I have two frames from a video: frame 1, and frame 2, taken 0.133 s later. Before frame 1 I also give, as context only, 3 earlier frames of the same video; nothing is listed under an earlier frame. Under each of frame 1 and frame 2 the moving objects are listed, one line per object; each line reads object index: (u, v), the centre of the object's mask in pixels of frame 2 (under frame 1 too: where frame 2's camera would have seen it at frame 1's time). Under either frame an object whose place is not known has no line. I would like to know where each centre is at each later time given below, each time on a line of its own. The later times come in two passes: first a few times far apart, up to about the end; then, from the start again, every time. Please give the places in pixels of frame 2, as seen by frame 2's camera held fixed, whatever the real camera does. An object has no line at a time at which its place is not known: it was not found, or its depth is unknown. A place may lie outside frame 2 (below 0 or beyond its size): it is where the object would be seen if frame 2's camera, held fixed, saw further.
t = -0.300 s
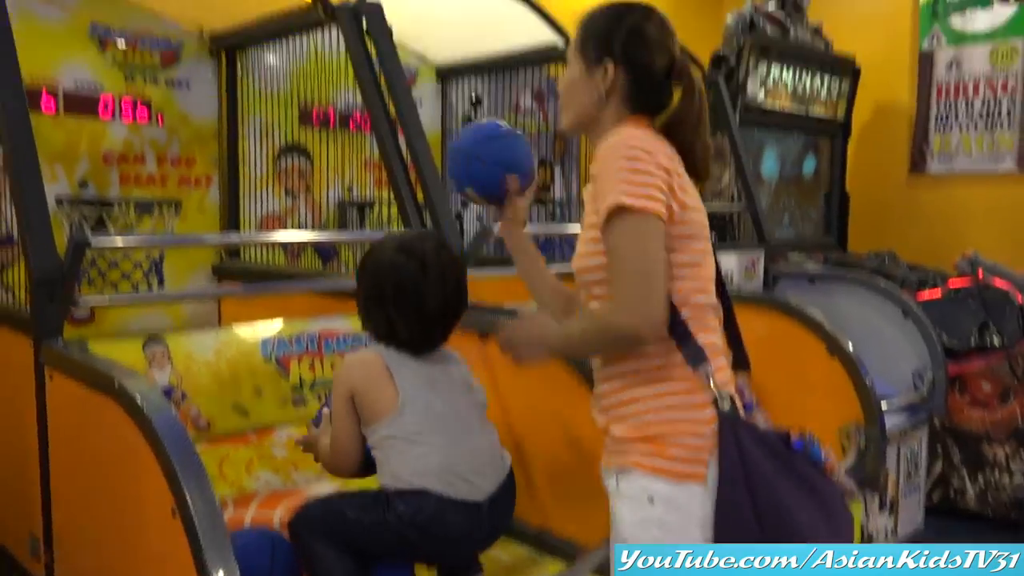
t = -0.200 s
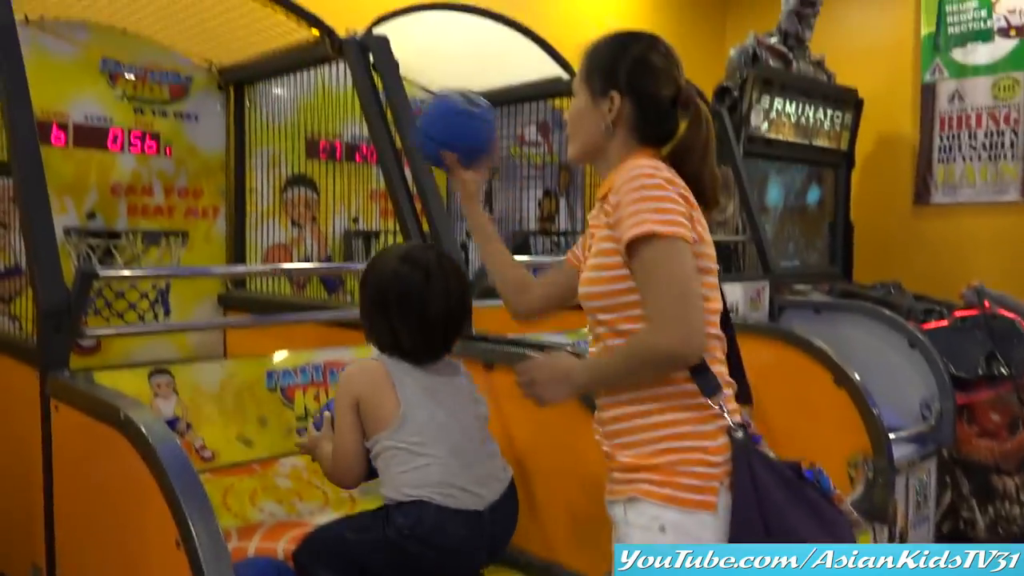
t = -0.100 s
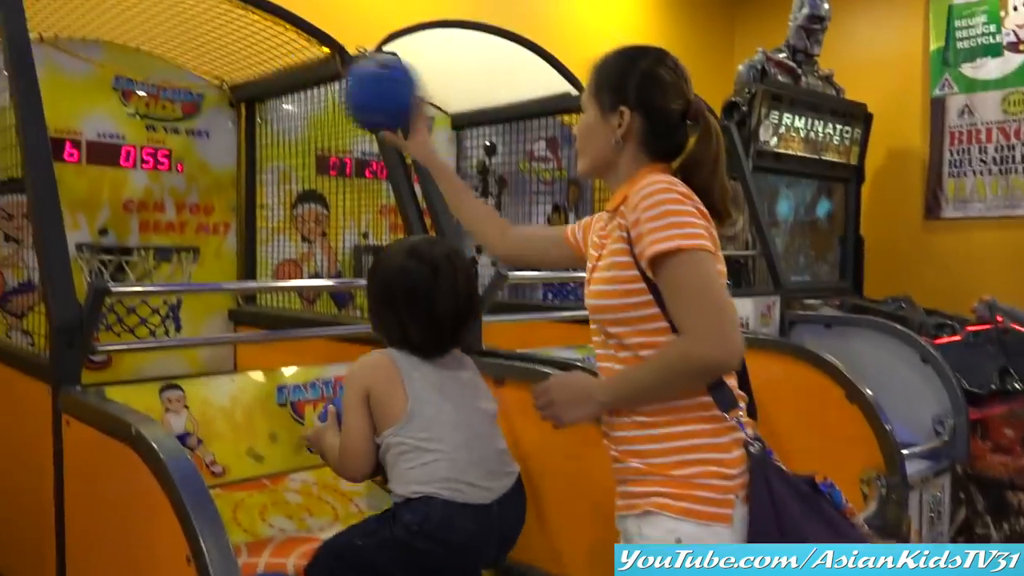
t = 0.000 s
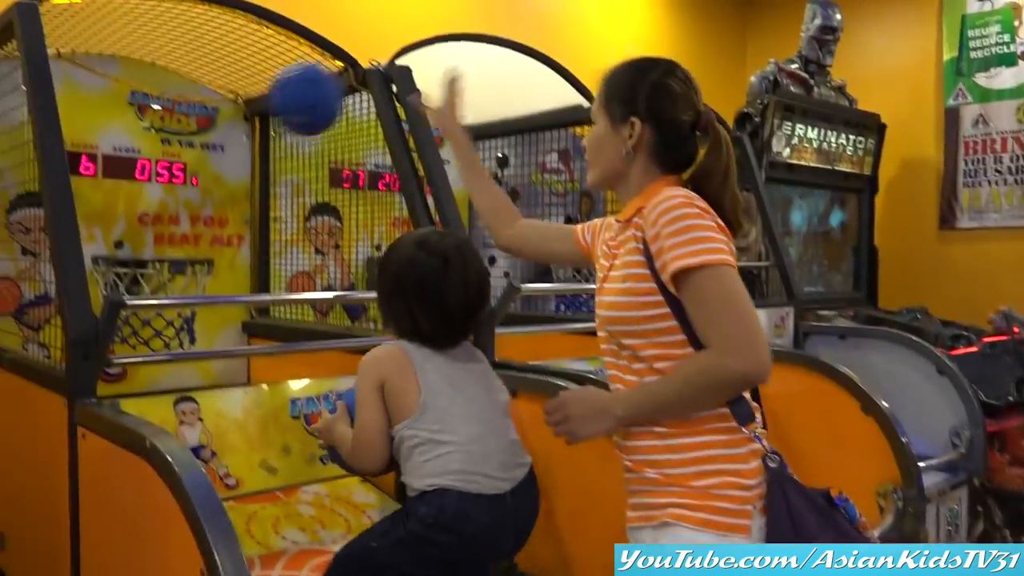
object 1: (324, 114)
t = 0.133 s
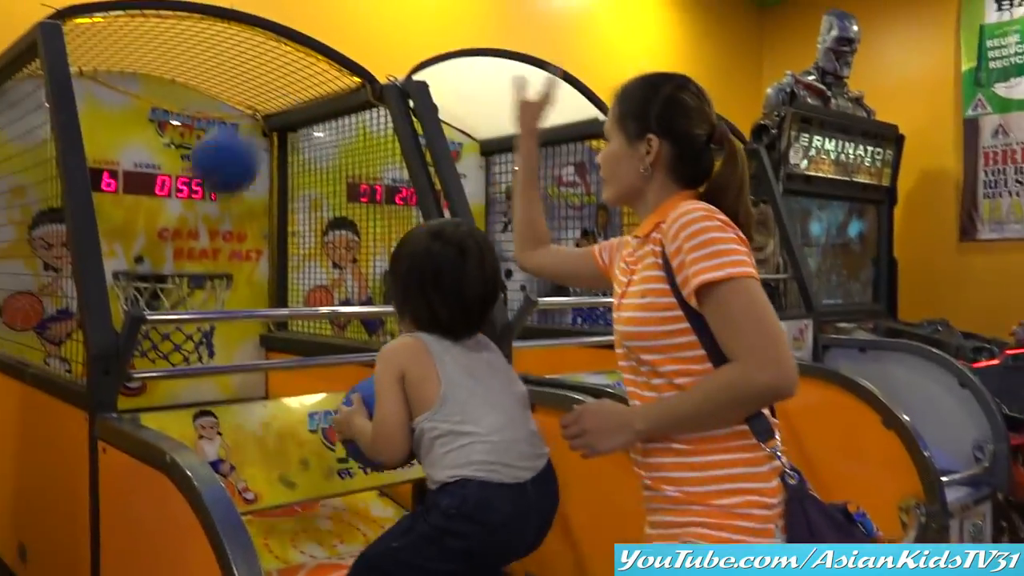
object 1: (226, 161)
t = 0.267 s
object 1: (145, 254)
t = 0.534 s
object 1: (147, 252)
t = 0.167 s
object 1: (202, 184)
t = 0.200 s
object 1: (179, 211)
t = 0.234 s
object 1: (160, 234)
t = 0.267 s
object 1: (145, 254)
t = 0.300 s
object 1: (167, 257)
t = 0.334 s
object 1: (193, 259)
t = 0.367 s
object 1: (193, 258)
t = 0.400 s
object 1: (188, 257)
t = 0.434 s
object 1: (168, 255)
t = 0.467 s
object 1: (153, 254)
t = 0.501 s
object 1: (149, 252)
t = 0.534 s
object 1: (147, 252)
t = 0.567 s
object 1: (153, 250)
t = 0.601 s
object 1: (161, 251)
